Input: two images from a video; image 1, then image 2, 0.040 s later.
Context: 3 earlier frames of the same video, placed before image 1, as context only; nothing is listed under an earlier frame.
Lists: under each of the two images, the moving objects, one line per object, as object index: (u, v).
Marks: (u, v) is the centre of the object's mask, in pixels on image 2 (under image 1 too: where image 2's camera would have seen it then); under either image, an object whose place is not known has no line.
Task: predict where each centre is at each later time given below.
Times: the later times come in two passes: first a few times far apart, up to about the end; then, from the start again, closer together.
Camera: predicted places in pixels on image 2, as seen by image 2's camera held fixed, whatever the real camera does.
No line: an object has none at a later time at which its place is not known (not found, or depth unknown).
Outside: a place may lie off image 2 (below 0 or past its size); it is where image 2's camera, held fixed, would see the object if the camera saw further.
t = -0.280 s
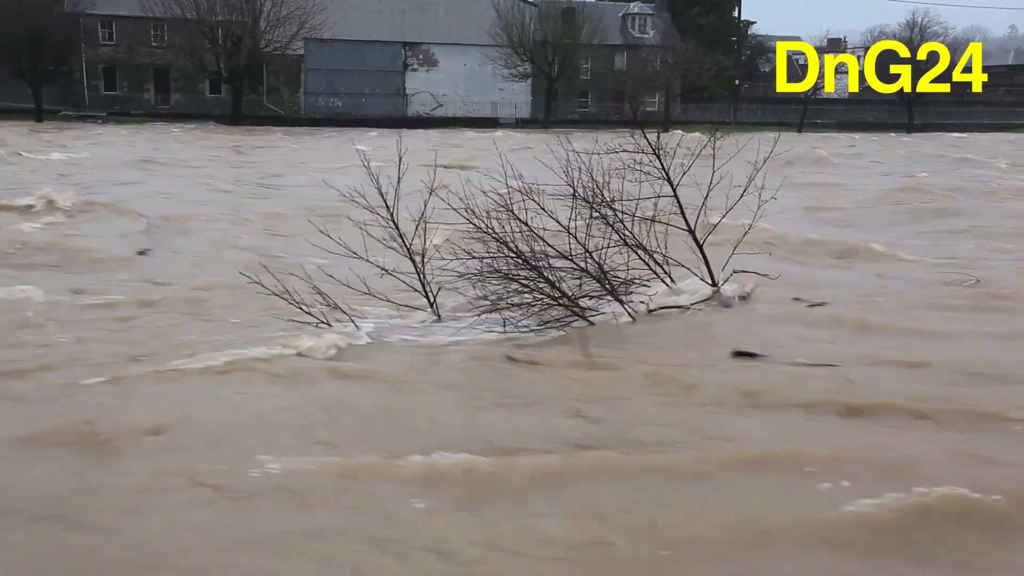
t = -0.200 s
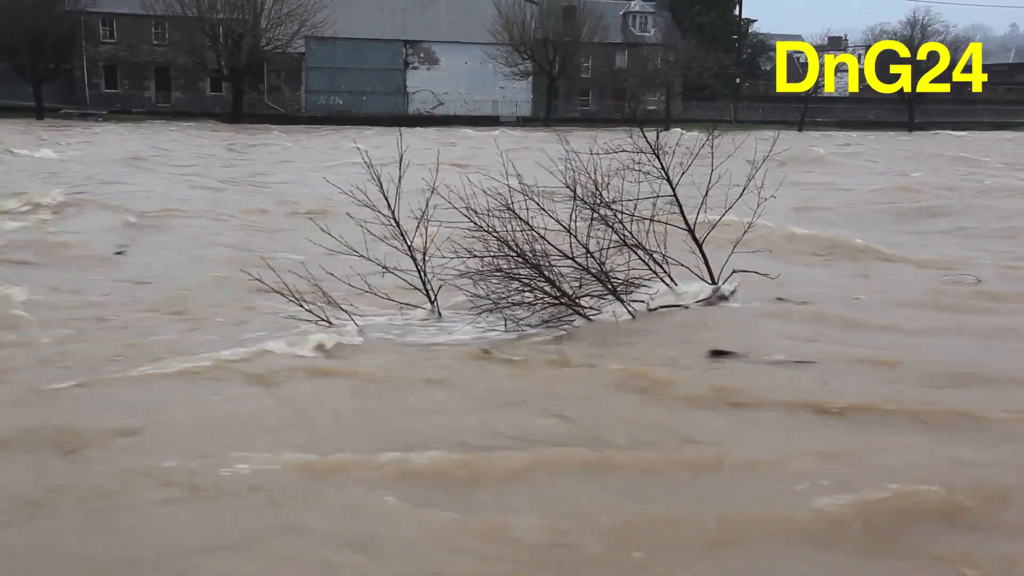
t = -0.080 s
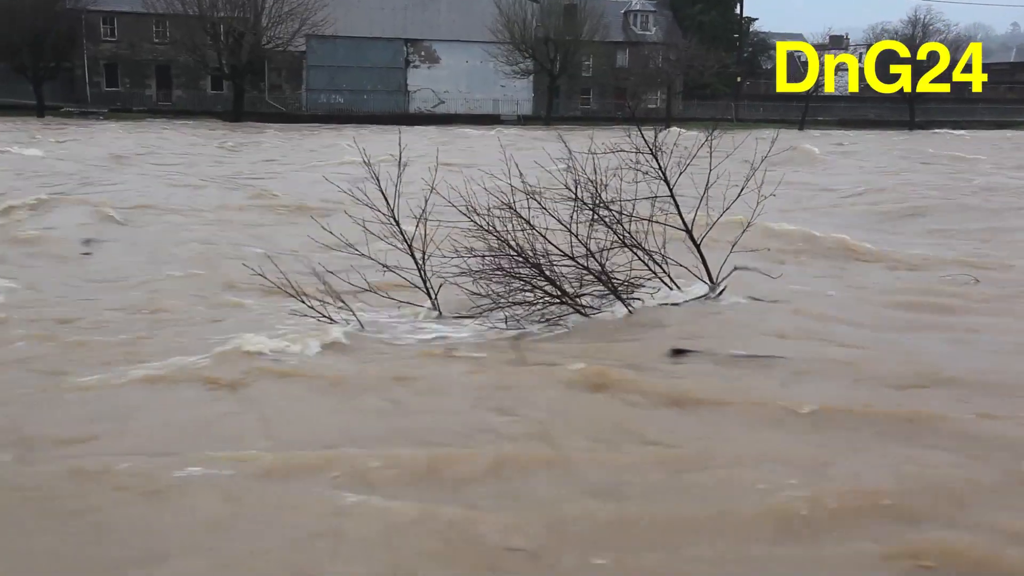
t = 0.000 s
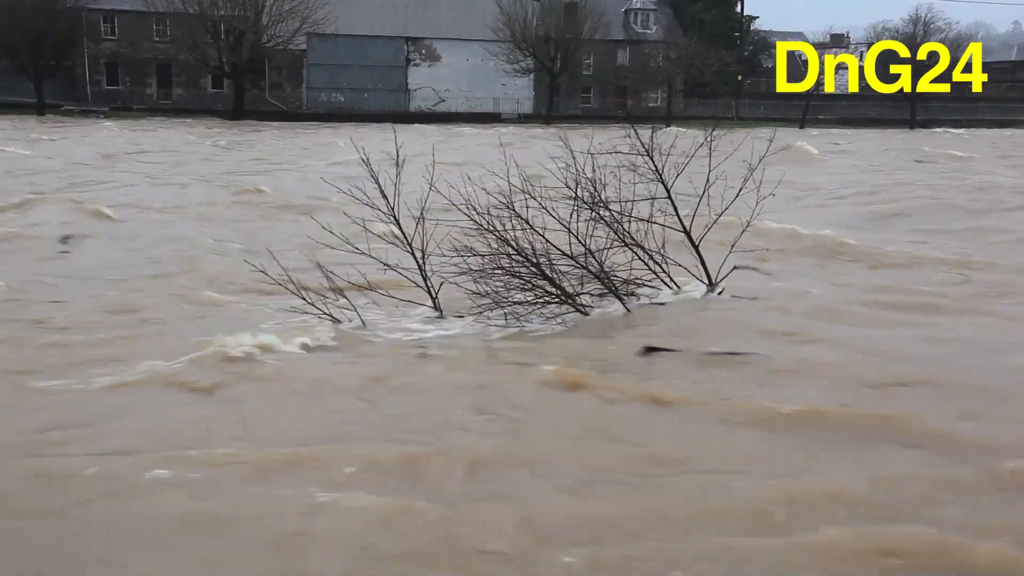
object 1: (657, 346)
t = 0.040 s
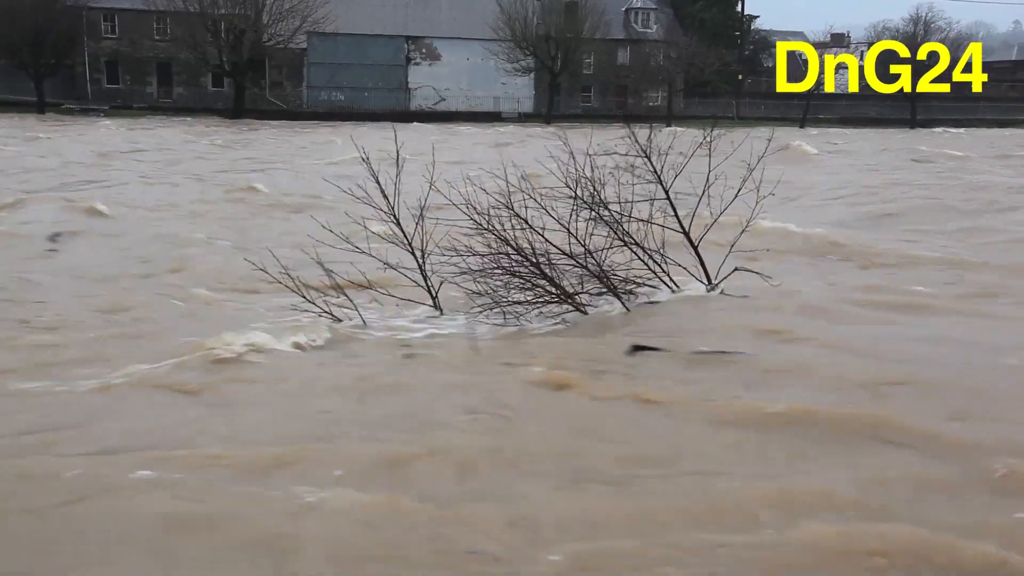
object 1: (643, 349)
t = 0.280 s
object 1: (588, 347)
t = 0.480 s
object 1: (547, 347)
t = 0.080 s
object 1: (634, 348)
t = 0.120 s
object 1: (623, 345)
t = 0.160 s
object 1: (615, 345)
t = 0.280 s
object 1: (588, 347)
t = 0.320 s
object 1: (574, 347)
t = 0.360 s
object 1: (571, 347)
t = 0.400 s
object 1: (566, 347)
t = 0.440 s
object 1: (554, 346)
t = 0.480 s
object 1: (547, 347)
